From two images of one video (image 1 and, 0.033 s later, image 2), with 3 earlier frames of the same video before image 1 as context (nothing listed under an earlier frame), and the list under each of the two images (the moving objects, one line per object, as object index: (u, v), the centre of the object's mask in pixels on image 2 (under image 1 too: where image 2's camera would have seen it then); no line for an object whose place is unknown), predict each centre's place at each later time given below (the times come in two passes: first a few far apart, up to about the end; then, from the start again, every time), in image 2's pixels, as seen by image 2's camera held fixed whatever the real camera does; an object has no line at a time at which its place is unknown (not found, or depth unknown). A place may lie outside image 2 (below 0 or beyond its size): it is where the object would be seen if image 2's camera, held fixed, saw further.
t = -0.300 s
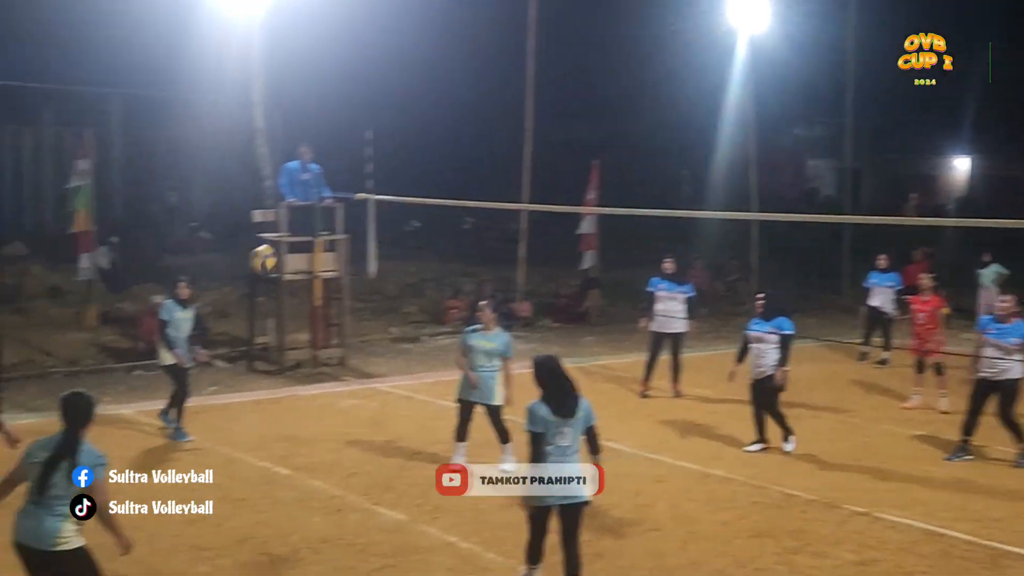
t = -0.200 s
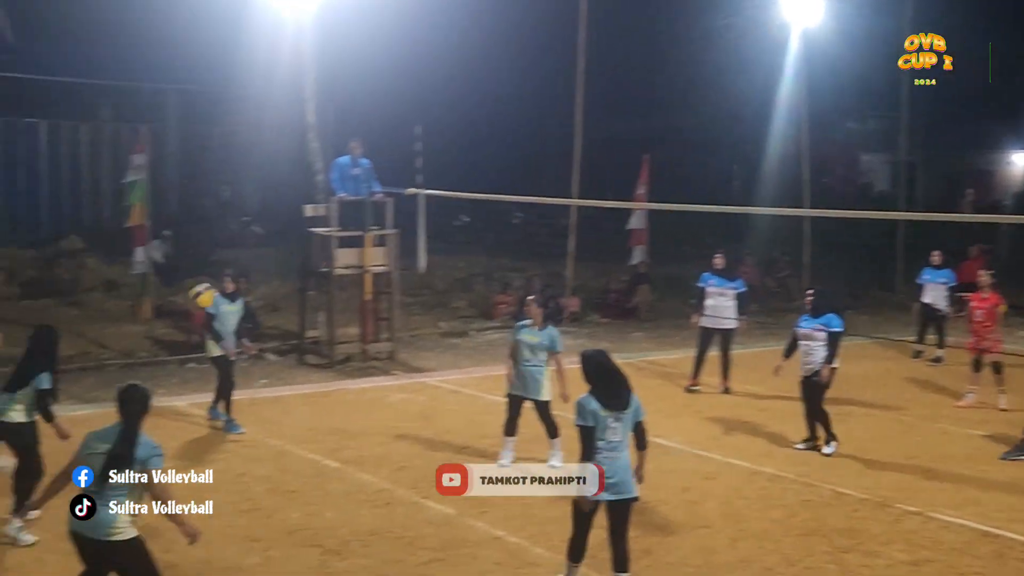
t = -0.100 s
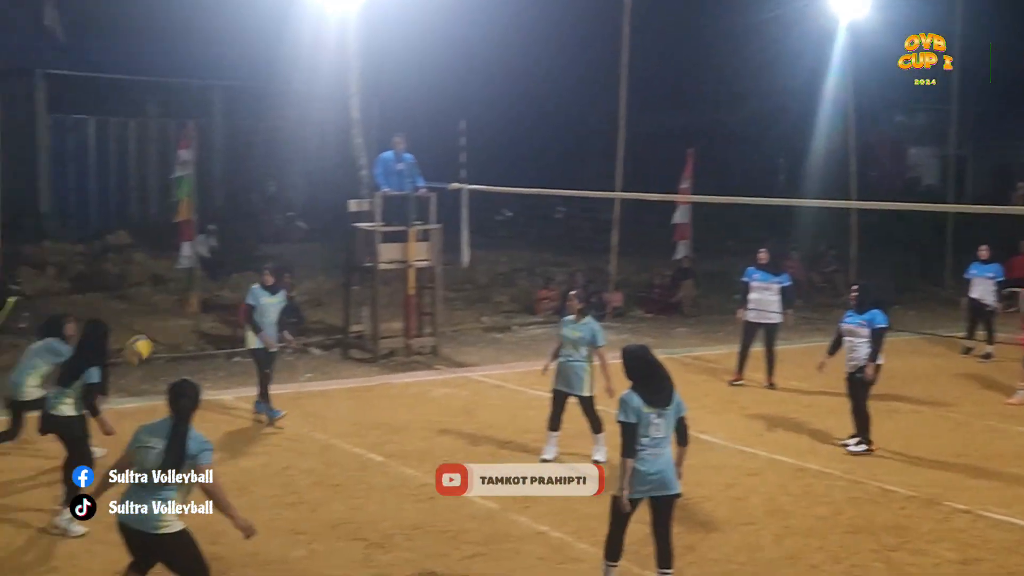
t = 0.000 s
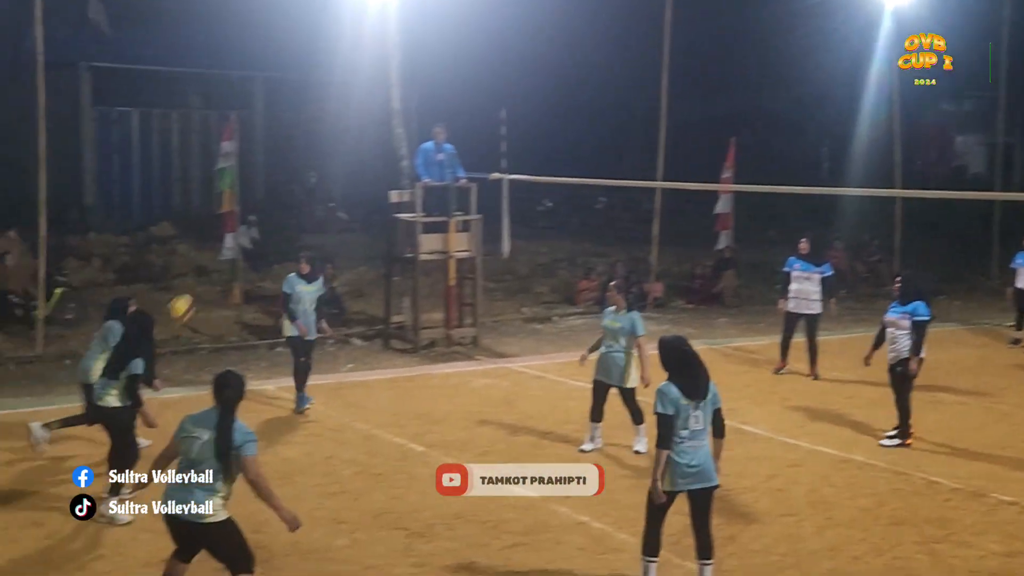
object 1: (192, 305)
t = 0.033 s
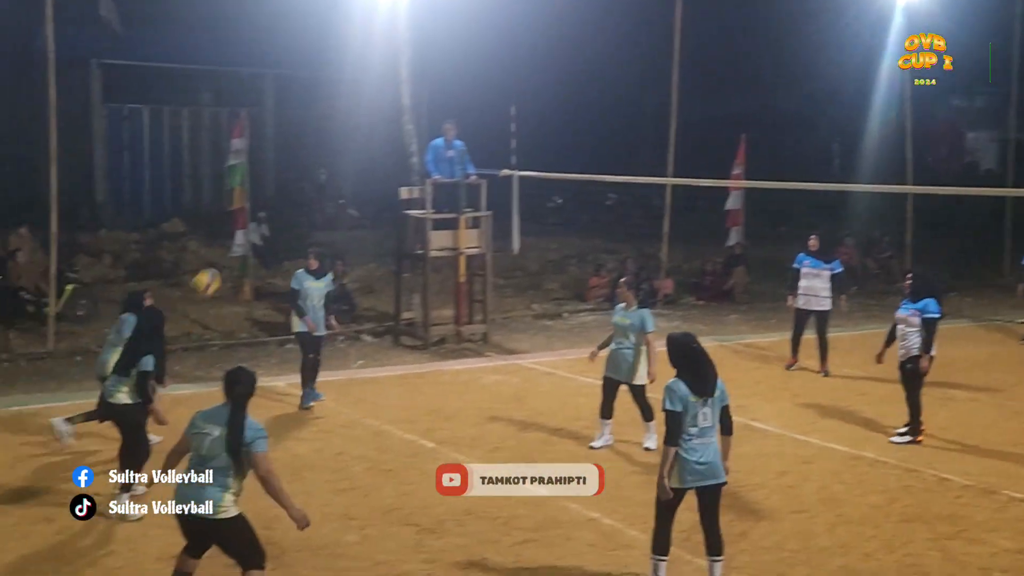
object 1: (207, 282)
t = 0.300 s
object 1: (323, 149)
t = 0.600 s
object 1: (448, 94)
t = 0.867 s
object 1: (550, 123)
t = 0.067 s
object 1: (221, 262)
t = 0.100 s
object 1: (236, 242)
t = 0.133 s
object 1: (253, 223)
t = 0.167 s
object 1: (266, 206)
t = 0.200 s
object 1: (280, 190)
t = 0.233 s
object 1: (295, 175)
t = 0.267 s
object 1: (309, 161)
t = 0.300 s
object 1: (323, 149)
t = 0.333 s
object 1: (338, 138)
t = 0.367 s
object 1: (353, 128)
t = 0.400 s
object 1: (367, 119)
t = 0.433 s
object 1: (380, 112)
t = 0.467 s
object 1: (394, 106)
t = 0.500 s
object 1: (407, 102)
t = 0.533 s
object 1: (422, 98)
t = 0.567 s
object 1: (434, 95)
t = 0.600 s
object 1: (448, 94)
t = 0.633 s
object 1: (461, 93)
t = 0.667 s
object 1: (474, 94)
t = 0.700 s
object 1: (487, 96)
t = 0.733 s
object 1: (500, 98)
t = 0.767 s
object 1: (513, 103)
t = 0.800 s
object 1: (525, 108)
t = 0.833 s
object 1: (538, 115)
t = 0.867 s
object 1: (550, 123)
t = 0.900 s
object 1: (563, 132)
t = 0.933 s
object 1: (575, 141)
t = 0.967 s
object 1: (588, 151)
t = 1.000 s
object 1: (600, 162)
